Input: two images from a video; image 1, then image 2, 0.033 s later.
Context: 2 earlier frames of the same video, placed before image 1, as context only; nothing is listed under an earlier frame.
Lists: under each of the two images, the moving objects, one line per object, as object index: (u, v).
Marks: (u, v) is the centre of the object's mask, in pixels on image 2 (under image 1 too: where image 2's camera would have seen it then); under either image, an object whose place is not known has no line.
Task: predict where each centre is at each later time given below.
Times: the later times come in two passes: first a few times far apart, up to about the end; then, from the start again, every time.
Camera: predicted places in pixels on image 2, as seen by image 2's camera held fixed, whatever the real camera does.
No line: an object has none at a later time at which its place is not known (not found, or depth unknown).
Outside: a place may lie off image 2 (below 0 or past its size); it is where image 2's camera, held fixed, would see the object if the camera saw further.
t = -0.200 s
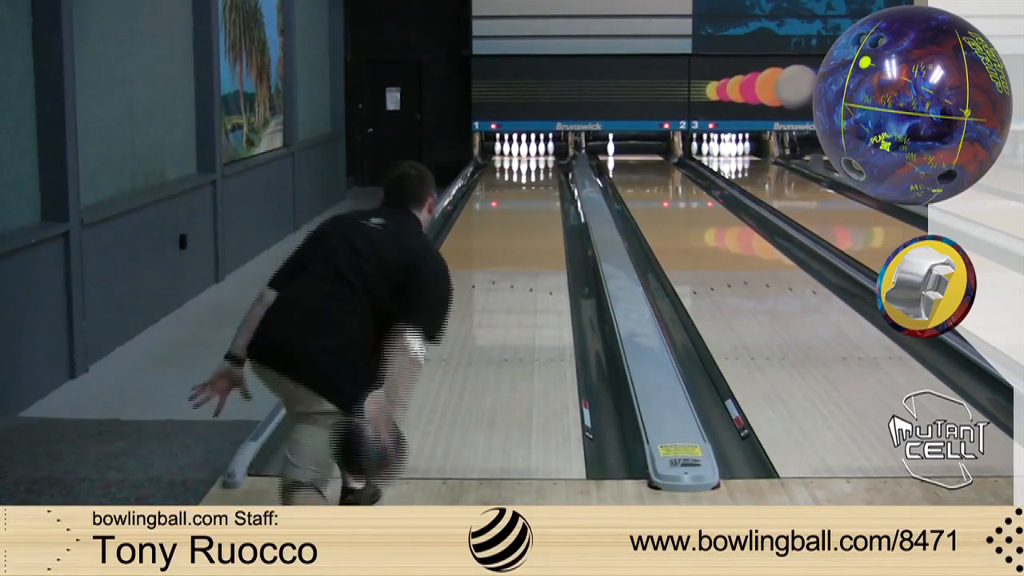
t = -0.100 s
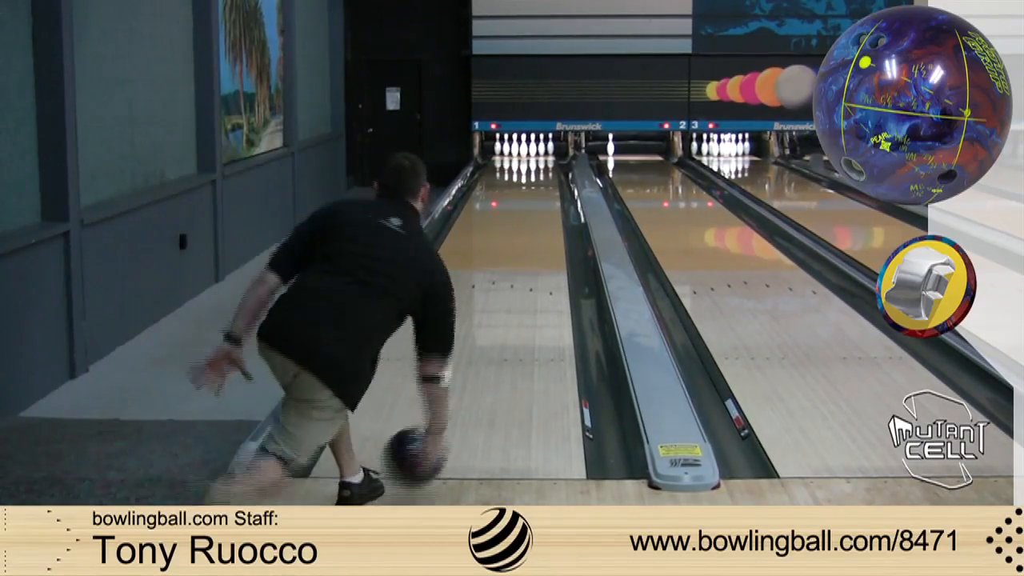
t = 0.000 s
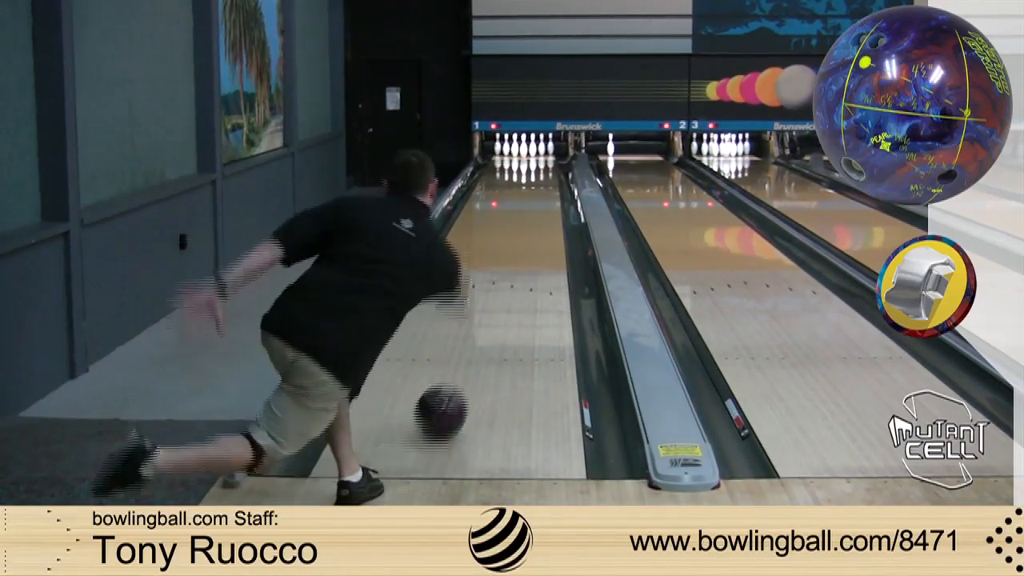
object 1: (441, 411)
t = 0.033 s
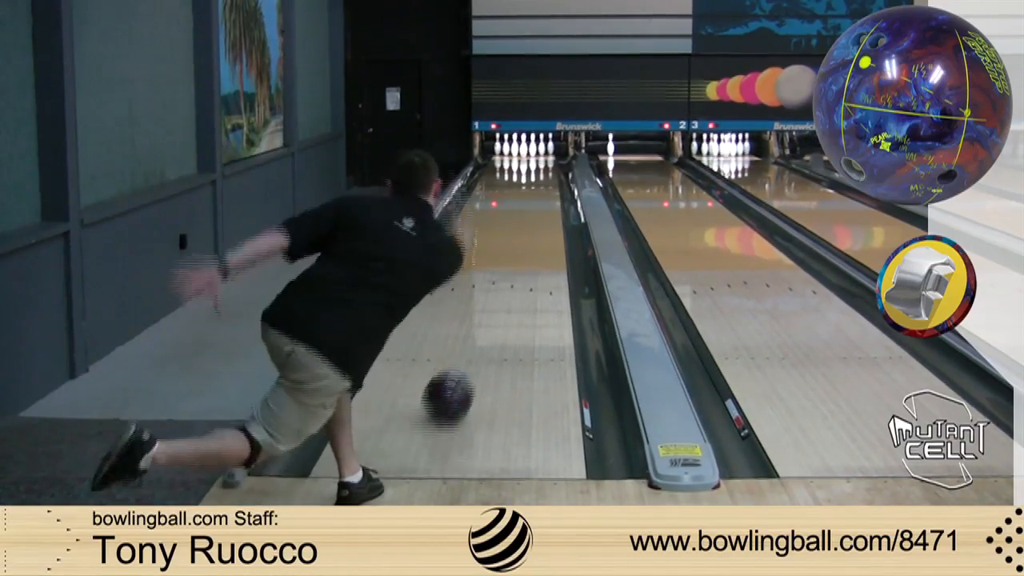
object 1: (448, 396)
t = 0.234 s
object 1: (479, 328)
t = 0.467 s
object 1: (502, 276)
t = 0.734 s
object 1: (518, 237)
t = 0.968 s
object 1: (527, 213)
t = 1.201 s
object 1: (534, 195)
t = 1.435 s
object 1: (538, 182)
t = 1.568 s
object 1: (540, 175)
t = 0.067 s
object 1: (455, 382)
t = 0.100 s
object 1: (460, 371)
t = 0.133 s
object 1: (466, 357)
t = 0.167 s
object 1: (470, 347)
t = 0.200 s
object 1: (475, 337)
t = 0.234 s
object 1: (479, 328)
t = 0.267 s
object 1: (483, 318)
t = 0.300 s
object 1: (487, 310)
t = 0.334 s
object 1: (491, 302)
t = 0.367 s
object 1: (494, 295)
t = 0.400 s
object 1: (497, 288)
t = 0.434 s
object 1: (499, 282)
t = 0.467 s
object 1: (502, 276)
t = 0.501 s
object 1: (507, 276)
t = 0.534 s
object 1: (510, 262)
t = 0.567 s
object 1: (509, 259)
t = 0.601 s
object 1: (511, 254)
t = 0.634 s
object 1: (513, 250)
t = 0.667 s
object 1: (515, 245)
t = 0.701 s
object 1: (516, 241)
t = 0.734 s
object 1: (518, 237)
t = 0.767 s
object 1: (520, 233)
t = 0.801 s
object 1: (521, 230)
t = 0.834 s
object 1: (522, 226)
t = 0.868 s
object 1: (524, 223)
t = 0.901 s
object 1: (525, 220)
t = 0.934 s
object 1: (526, 216)
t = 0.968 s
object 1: (527, 213)
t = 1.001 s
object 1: (529, 210)
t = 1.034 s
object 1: (529, 208)
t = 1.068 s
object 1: (531, 205)
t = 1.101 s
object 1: (532, 202)
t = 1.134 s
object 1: (532, 200)
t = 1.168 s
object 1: (533, 198)
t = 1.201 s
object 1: (534, 195)
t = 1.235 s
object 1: (535, 194)
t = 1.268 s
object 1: (535, 191)
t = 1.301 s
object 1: (536, 189)
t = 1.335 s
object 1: (537, 188)
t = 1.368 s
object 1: (537, 186)
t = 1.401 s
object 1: (538, 184)
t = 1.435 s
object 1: (538, 182)
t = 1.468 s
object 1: (539, 180)
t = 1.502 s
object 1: (539, 178)
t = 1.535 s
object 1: (540, 177)
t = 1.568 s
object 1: (540, 175)
